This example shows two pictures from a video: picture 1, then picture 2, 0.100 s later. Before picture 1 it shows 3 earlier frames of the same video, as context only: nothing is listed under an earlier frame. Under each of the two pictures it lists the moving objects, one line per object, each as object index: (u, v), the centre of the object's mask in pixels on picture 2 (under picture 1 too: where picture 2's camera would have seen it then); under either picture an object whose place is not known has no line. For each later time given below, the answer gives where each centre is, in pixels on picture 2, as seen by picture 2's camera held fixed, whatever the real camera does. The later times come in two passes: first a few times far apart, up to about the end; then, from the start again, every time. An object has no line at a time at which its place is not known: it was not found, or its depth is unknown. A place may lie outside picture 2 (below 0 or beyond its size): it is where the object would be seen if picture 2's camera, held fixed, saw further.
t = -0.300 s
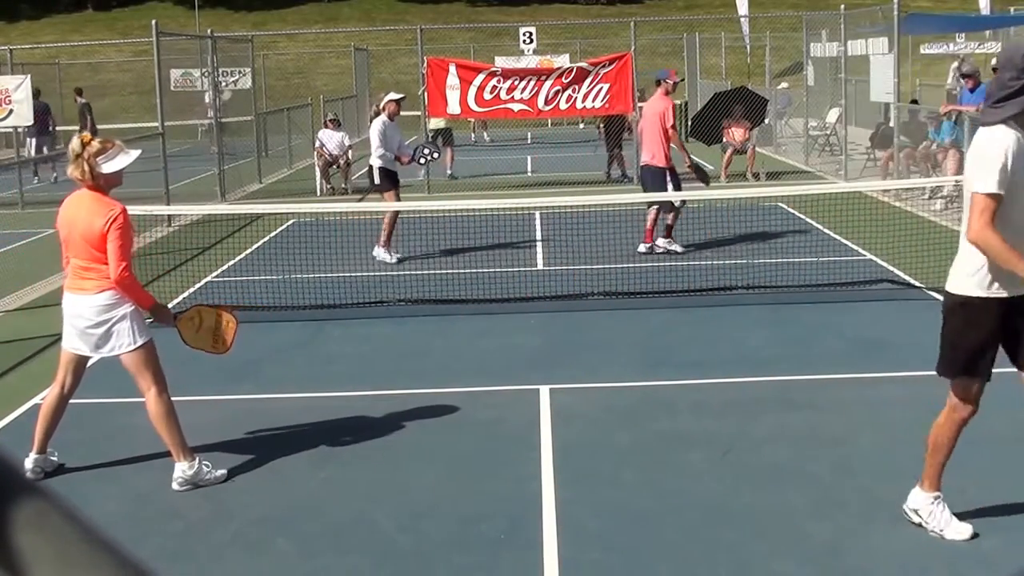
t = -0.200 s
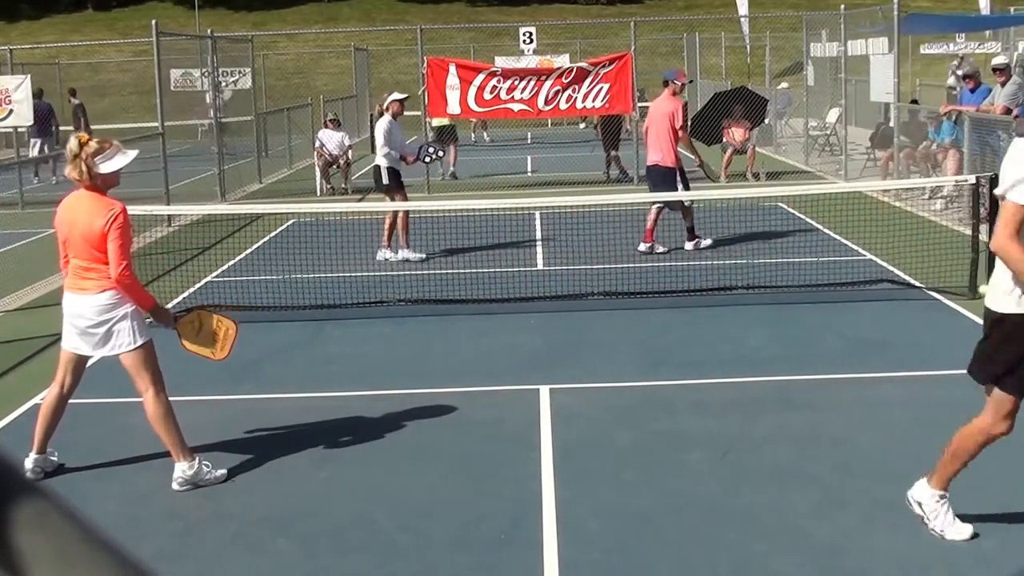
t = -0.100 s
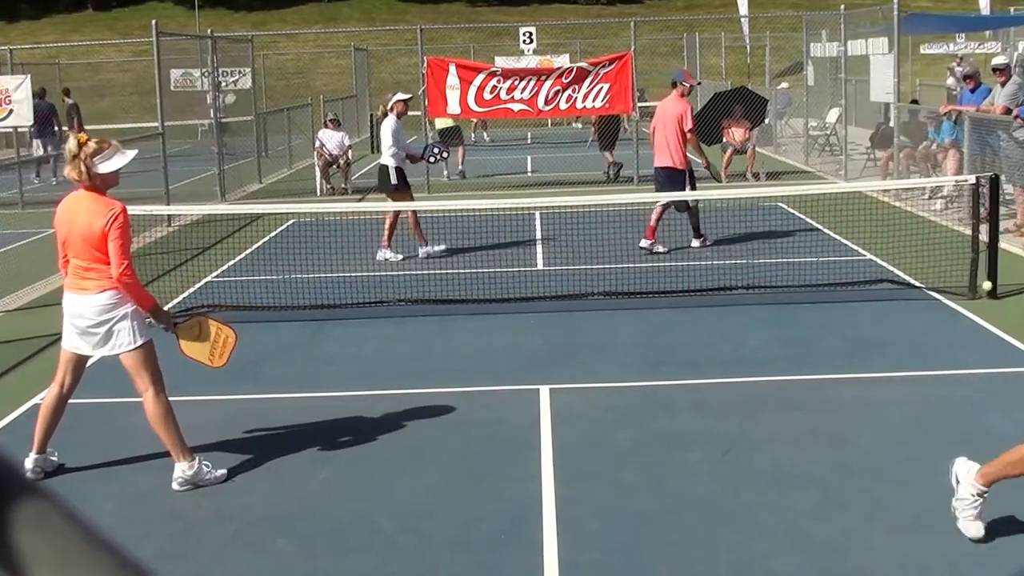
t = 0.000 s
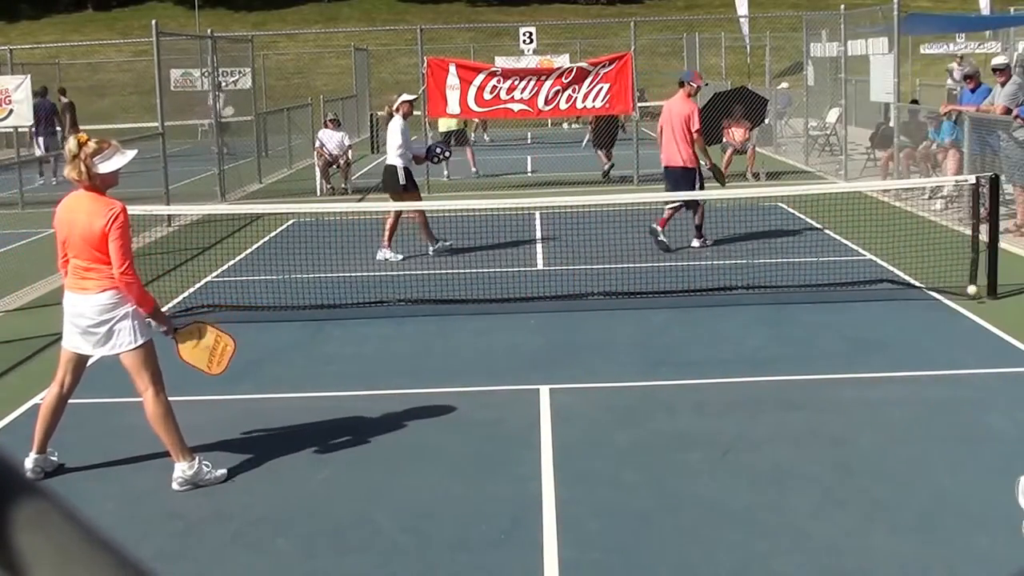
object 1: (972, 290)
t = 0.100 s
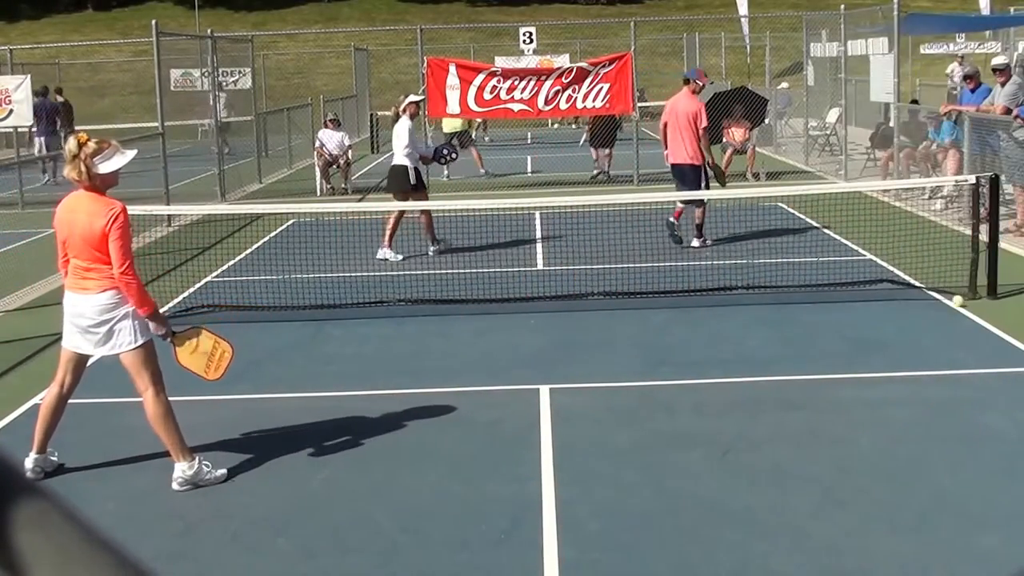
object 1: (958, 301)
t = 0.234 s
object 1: (943, 298)
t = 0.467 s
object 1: (921, 306)
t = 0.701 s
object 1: (901, 308)
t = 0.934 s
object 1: (880, 310)
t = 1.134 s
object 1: (862, 312)
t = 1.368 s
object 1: (842, 314)
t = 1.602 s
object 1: (824, 316)
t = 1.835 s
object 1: (805, 318)
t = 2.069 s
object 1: (787, 320)
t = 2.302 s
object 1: (769, 322)
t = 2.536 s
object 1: (753, 323)
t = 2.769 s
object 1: (740, 327)
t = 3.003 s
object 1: (723, 327)
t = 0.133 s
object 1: (954, 299)
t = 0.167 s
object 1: (951, 296)
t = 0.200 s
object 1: (947, 296)
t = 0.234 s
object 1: (943, 298)
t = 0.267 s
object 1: (940, 303)
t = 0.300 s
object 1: (936, 305)
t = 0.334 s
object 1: (933, 303)
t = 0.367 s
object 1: (930, 302)
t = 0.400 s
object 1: (927, 303)
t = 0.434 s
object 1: (924, 305)
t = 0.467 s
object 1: (921, 306)
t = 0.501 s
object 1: (918, 305)
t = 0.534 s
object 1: (915, 305)
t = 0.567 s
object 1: (912, 307)
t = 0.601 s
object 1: (910, 307)
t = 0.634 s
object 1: (907, 307)
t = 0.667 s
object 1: (904, 308)
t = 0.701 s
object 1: (901, 308)
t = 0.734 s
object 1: (898, 308)
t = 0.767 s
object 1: (895, 309)
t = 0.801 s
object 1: (892, 309)
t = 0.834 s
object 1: (889, 309)
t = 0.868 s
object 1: (886, 310)
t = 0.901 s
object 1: (883, 310)
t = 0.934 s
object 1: (880, 310)
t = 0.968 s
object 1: (877, 311)
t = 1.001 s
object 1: (874, 311)
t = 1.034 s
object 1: (871, 311)
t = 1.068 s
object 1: (868, 312)
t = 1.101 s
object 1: (865, 312)
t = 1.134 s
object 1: (862, 312)
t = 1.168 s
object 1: (860, 313)
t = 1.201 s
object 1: (857, 313)
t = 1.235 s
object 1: (854, 313)
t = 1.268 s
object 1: (851, 313)
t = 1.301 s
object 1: (848, 314)
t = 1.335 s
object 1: (845, 314)
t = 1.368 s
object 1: (842, 314)
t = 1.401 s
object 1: (840, 314)
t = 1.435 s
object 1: (837, 315)
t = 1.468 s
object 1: (834, 315)
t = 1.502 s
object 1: (832, 315)
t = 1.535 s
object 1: (829, 315)
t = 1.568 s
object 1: (826, 315)
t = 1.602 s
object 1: (824, 316)
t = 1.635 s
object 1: (821, 316)
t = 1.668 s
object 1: (818, 316)
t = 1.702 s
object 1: (815, 317)
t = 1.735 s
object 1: (813, 317)
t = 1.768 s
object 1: (810, 317)
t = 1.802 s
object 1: (807, 318)
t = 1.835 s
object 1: (805, 318)
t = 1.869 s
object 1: (802, 318)
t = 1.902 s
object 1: (799, 318)
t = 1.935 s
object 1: (797, 319)
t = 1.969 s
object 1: (794, 319)
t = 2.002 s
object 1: (792, 319)
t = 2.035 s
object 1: (789, 319)
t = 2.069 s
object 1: (787, 320)
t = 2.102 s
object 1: (784, 320)
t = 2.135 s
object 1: (782, 320)
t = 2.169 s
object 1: (779, 321)
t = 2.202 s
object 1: (777, 321)
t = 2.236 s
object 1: (774, 321)
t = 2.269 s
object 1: (772, 321)
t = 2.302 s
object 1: (769, 322)
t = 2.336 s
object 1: (767, 322)
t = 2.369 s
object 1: (765, 322)
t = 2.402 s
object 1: (762, 322)
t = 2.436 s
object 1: (760, 323)
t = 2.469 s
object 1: (758, 323)
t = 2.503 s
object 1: (755, 323)
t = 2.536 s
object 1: (753, 323)
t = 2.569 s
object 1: (751, 324)
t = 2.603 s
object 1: (749, 324)
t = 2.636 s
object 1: (747, 324)
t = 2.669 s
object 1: (745, 324)
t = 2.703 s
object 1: (743, 325)
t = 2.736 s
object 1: (742, 327)
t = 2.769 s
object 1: (740, 327)
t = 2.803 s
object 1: (736, 327)
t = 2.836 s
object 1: (734, 326)
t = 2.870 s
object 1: (731, 326)
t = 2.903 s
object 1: (730, 328)
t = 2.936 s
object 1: (728, 328)
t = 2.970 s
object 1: (725, 327)
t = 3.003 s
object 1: (723, 327)
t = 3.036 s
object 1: (721, 328)
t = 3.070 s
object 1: (719, 328)
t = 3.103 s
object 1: (717, 329)
